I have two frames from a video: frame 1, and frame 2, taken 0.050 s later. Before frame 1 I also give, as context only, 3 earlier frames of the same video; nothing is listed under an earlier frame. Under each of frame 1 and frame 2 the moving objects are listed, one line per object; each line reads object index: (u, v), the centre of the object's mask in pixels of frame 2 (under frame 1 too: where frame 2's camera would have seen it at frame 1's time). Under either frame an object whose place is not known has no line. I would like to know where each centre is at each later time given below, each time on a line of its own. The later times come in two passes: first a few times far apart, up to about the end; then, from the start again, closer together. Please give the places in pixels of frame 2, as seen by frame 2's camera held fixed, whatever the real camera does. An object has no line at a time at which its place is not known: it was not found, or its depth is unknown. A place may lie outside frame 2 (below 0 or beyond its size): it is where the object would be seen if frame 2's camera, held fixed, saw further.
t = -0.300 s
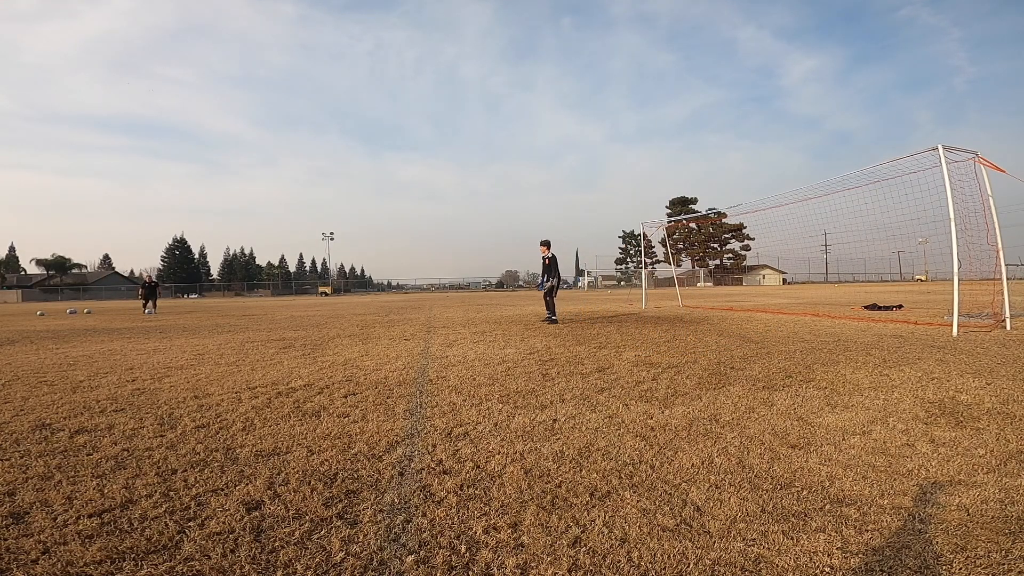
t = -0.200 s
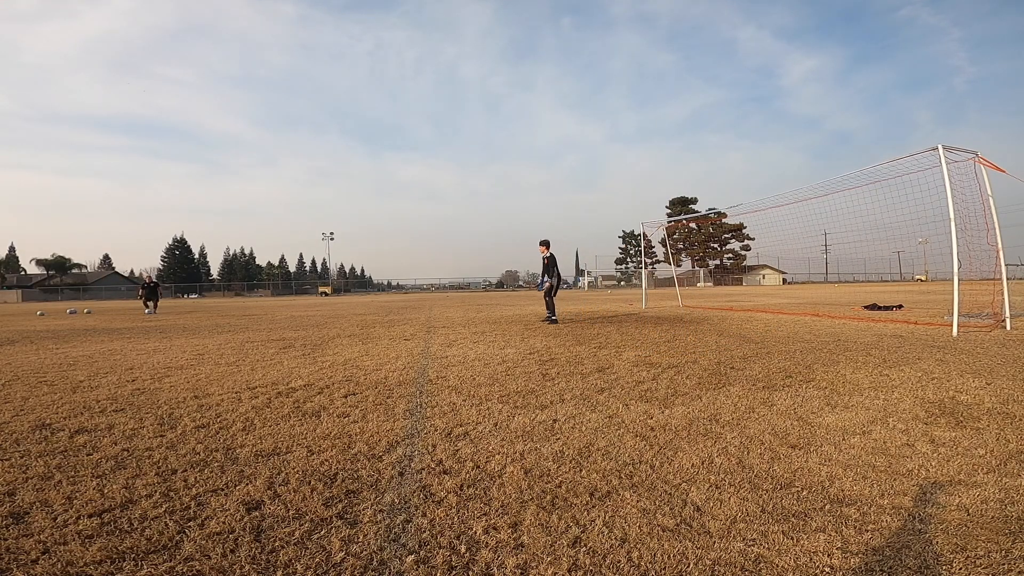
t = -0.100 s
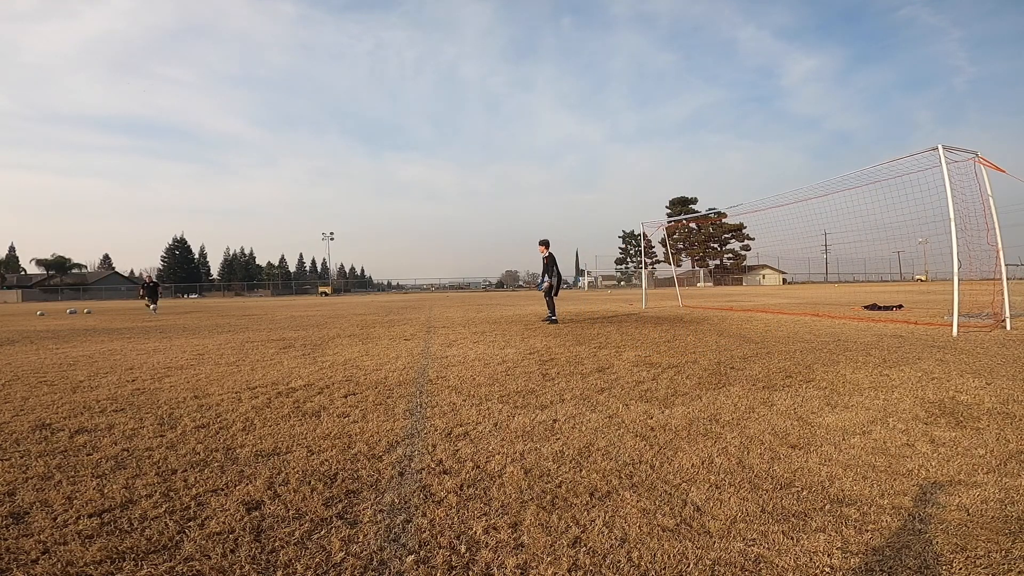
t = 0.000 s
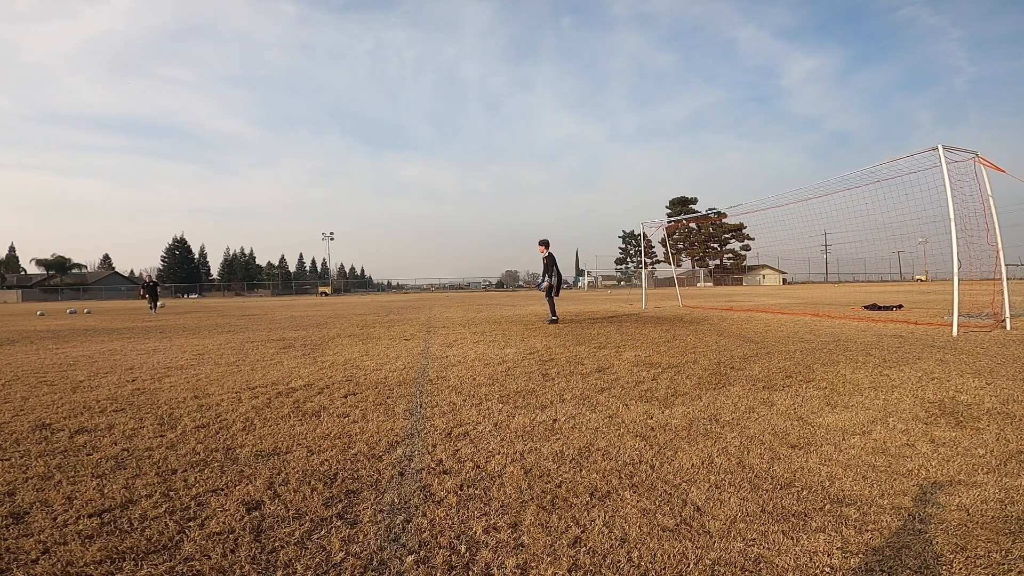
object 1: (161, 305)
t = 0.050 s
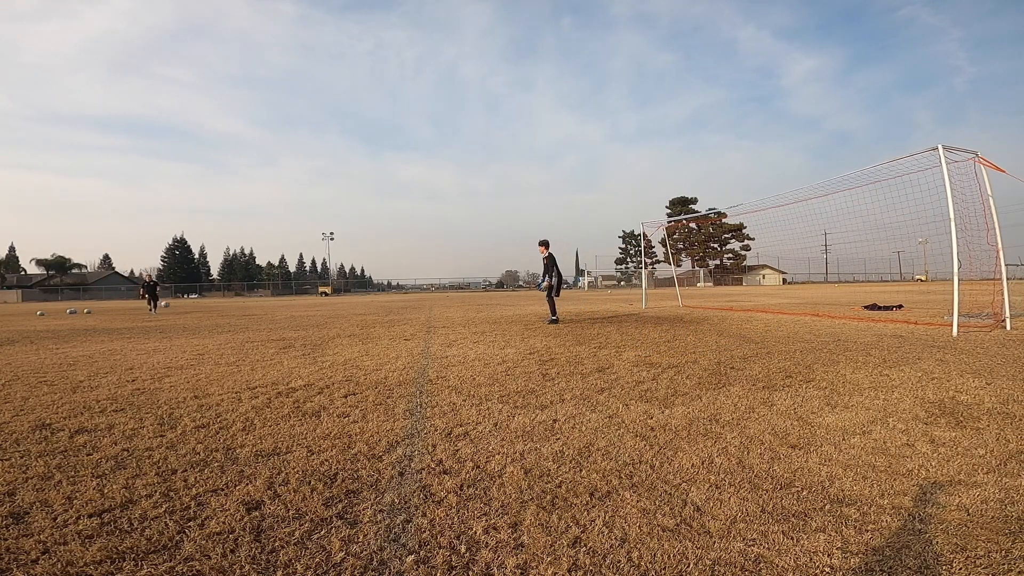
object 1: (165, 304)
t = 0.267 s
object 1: (190, 311)
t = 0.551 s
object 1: (237, 306)
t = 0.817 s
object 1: (304, 310)
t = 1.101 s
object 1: (401, 318)
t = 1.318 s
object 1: (495, 324)
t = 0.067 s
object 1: (166, 304)
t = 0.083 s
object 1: (168, 304)
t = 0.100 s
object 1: (170, 305)
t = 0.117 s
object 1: (172, 305)
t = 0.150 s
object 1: (175, 305)
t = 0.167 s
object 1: (177, 306)
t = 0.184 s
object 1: (179, 307)
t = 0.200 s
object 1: (181, 307)
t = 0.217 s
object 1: (183, 308)
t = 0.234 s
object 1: (185, 309)
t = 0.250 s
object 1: (187, 310)
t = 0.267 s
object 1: (190, 311)
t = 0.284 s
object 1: (193, 312)
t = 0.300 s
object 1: (195, 313)
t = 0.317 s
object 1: (198, 315)
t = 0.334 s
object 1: (201, 317)
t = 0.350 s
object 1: (204, 319)
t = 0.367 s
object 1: (206, 319)
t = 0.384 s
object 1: (209, 318)
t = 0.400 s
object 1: (211, 316)
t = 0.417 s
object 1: (214, 315)
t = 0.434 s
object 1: (216, 313)
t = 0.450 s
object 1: (219, 312)
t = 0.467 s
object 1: (221, 311)
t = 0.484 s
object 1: (225, 309)
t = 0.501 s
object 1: (228, 308)
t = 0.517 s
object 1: (231, 307)
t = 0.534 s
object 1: (234, 306)
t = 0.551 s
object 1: (237, 306)
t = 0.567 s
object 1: (240, 304)
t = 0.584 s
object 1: (244, 304)
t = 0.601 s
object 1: (247, 304)
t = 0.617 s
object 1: (251, 303)
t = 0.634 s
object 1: (254, 303)
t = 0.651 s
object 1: (258, 303)
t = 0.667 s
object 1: (262, 303)
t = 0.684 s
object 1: (266, 303)
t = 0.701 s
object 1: (270, 304)
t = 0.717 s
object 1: (275, 304)
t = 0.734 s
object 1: (279, 305)
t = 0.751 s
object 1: (284, 305)
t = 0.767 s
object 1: (288, 307)
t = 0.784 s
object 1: (293, 308)
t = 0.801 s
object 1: (298, 309)
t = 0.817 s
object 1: (304, 310)
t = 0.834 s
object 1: (309, 313)
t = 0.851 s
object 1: (314, 314)
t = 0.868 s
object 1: (320, 317)
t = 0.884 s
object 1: (325, 319)
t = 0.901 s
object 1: (332, 322)
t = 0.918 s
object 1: (338, 325)
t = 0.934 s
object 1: (345, 328)
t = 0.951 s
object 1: (351, 331)
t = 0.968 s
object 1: (356, 330)
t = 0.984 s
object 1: (361, 328)
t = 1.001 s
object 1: (366, 326)
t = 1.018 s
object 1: (372, 324)
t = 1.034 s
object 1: (377, 322)
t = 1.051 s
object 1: (383, 321)
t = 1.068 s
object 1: (388, 320)
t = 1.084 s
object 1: (394, 319)
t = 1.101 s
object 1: (401, 318)
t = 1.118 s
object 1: (407, 317)
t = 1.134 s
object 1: (413, 316)
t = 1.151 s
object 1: (419, 316)
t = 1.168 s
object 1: (426, 316)
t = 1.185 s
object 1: (433, 316)
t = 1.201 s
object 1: (440, 316)
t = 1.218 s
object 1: (447, 316)
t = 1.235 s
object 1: (455, 317)
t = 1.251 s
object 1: (462, 318)
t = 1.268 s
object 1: (470, 319)
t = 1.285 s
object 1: (478, 321)
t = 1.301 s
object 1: (486, 323)
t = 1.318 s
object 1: (495, 324)
